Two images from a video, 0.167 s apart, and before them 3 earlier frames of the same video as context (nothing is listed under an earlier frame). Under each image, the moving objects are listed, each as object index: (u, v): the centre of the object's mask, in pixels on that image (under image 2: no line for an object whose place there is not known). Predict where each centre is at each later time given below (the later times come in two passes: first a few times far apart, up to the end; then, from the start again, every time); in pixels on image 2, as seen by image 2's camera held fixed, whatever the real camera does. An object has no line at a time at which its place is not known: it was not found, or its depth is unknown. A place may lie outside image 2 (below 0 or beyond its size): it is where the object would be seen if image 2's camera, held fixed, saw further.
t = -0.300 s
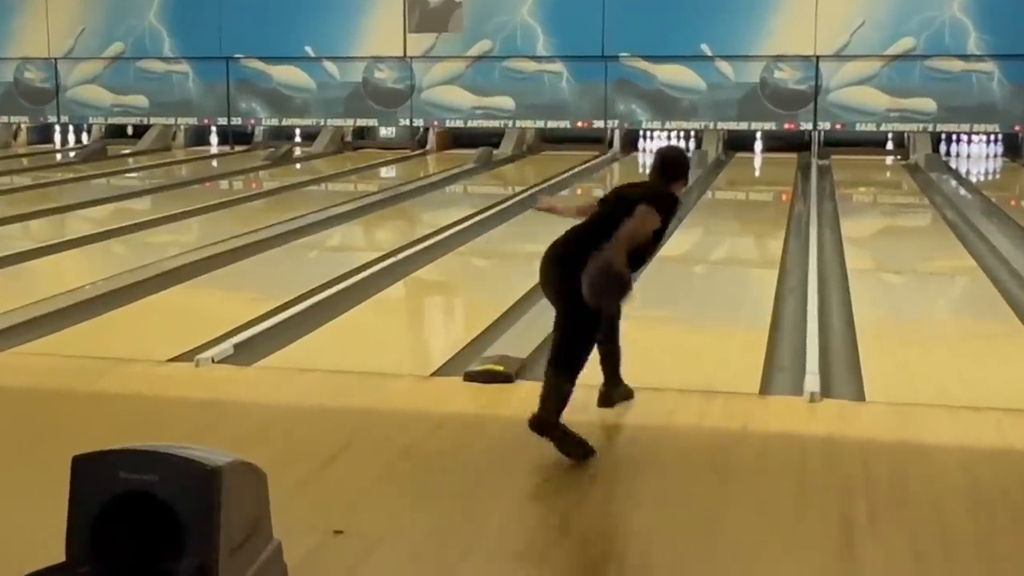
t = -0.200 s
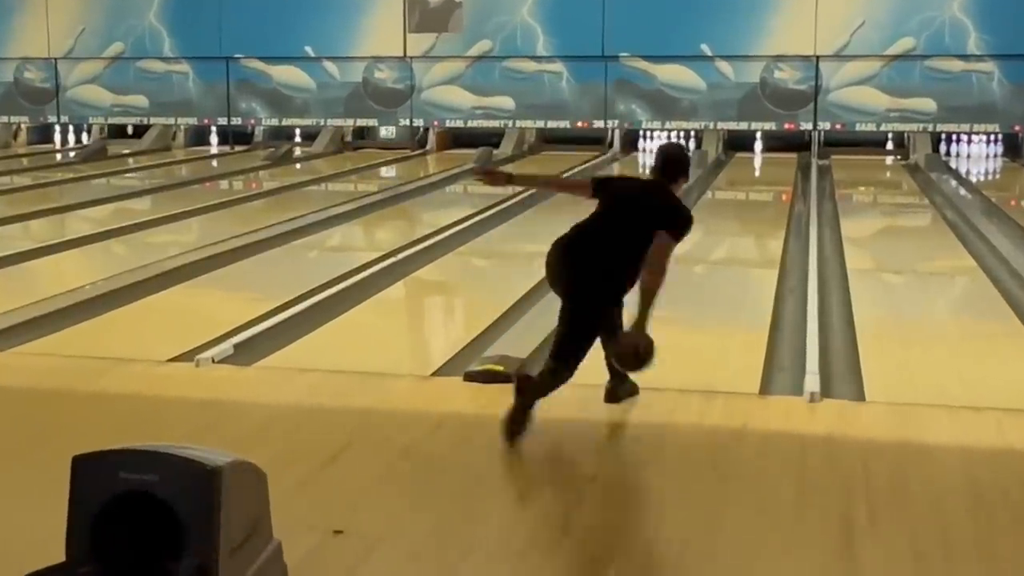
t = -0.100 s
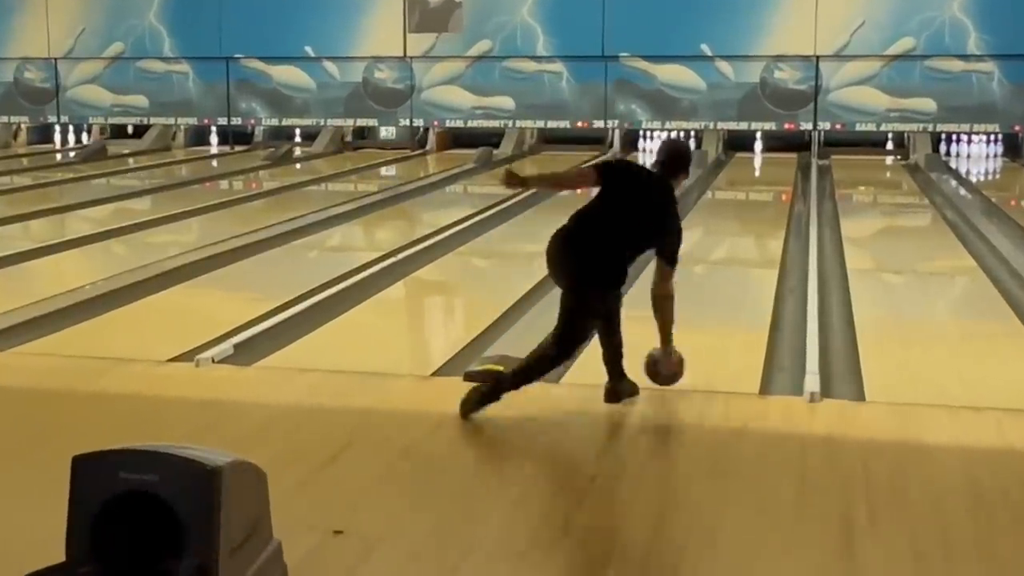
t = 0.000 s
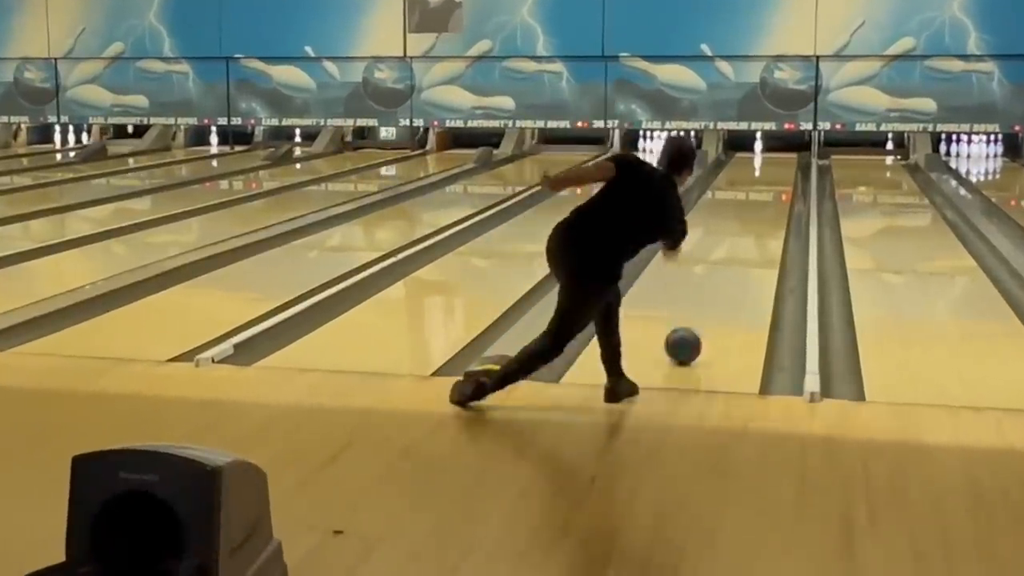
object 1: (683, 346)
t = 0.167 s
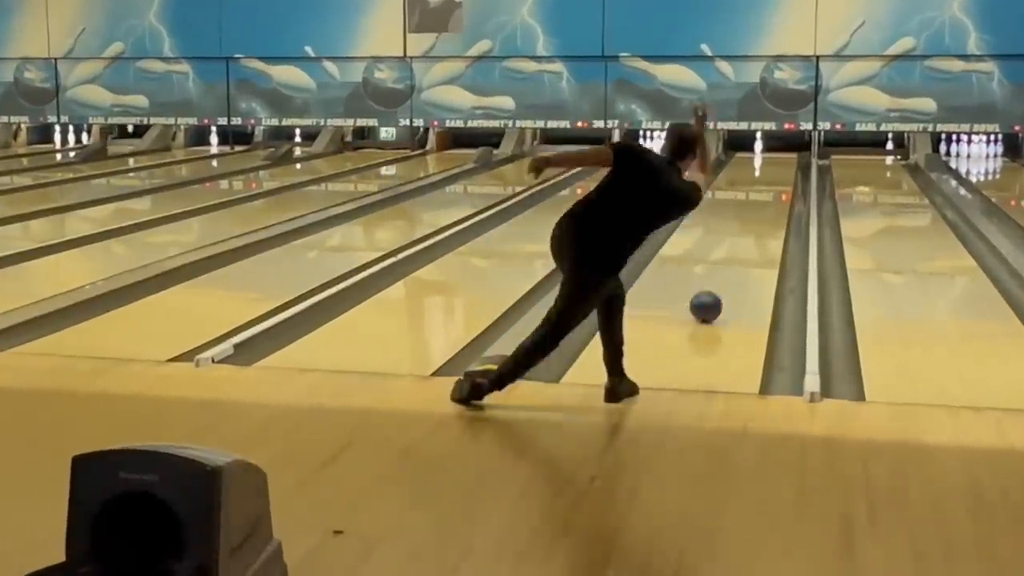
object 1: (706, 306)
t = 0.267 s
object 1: (717, 288)
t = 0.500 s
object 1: (736, 253)
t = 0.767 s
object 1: (753, 225)
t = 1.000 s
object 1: (763, 206)
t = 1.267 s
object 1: (772, 190)
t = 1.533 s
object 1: (777, 177)
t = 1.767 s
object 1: (778, 167)
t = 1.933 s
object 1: (776, 161)
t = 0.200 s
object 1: (709, 300)
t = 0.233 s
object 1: (713, 294)
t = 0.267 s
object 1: (717, 288)
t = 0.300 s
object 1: (720, 282)
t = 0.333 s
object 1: (723, 276)
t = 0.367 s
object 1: (726, 271)
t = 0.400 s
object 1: (728, 266)
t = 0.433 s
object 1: (731, 262)
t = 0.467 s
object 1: (734, 257)
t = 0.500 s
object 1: (736, 253)
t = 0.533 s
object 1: (739, 249)
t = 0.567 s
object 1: (741, 245)
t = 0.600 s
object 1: (743, 241)
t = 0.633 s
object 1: (745, 238)
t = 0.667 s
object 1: (748, 235)
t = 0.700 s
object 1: (749, 231)
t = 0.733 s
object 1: (751, 228)
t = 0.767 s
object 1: (753, 225)
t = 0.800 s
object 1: (755, 222)
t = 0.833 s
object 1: (756, 219)
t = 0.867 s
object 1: (758, 216)
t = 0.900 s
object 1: (759, 214)
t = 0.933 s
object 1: (761, 211)
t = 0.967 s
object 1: (762, 208)
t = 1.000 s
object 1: (763, 206)
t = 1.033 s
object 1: (764, 204)
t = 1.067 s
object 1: (766, 202)
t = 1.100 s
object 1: (767, 200)
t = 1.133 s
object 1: (768, 197)
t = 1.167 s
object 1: (769, 195)
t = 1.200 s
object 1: (770, 193)
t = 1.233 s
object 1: (771, 191)
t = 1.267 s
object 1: (772, 190)
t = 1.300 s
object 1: (773, 188)
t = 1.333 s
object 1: (774, 186)
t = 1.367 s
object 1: (775, 184)
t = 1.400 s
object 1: (775, 183)
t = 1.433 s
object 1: (775, 181)
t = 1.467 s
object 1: (776, 180)
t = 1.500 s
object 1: (776, 178)
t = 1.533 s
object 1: (777, 177)
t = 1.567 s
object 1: (777, 175)
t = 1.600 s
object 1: (777, 173)
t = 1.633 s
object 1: (778, 172)
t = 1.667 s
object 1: (778, 171)
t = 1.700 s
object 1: (778, 170)
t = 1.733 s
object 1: (778, 168)
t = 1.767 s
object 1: (778, 167)
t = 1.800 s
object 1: (778, 166)
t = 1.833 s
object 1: (777, 165)
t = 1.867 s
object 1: (777, 164)
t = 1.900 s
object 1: (777, 162)
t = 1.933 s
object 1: (776, 161)
